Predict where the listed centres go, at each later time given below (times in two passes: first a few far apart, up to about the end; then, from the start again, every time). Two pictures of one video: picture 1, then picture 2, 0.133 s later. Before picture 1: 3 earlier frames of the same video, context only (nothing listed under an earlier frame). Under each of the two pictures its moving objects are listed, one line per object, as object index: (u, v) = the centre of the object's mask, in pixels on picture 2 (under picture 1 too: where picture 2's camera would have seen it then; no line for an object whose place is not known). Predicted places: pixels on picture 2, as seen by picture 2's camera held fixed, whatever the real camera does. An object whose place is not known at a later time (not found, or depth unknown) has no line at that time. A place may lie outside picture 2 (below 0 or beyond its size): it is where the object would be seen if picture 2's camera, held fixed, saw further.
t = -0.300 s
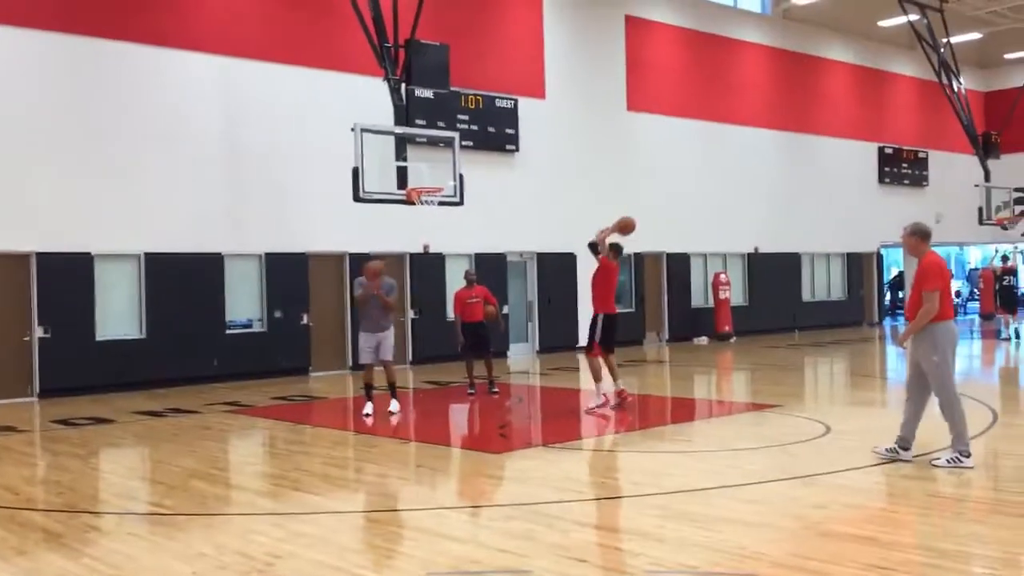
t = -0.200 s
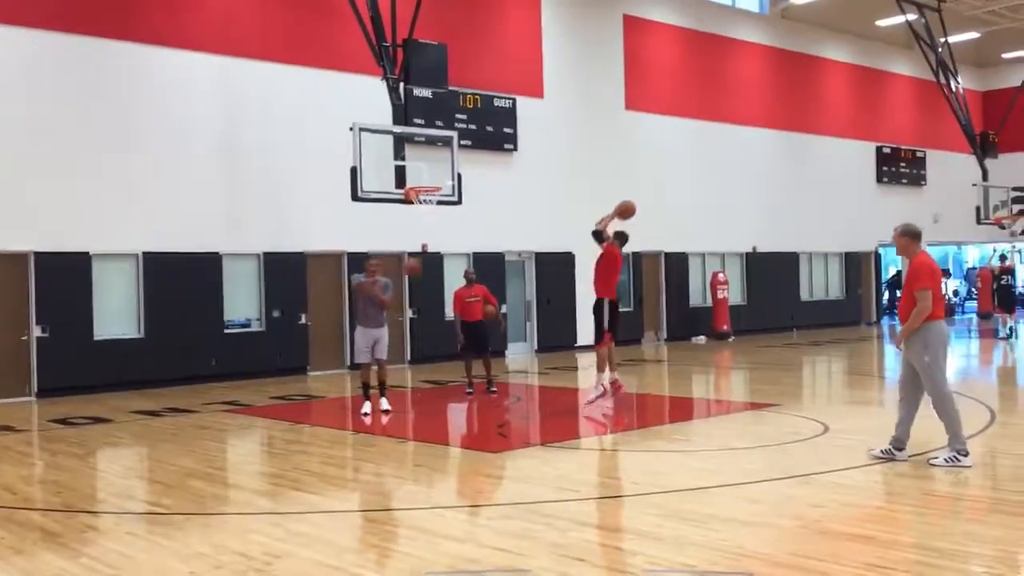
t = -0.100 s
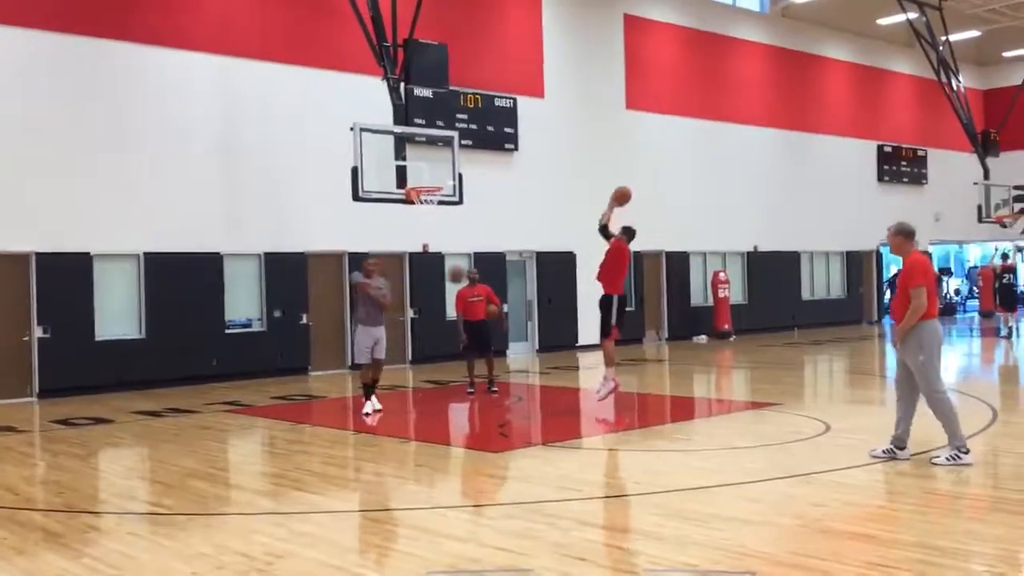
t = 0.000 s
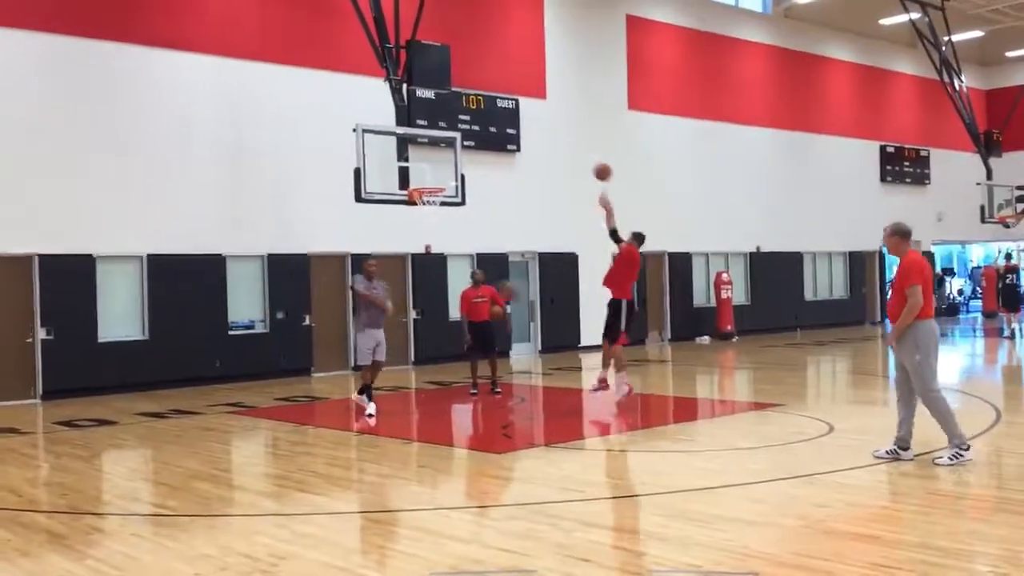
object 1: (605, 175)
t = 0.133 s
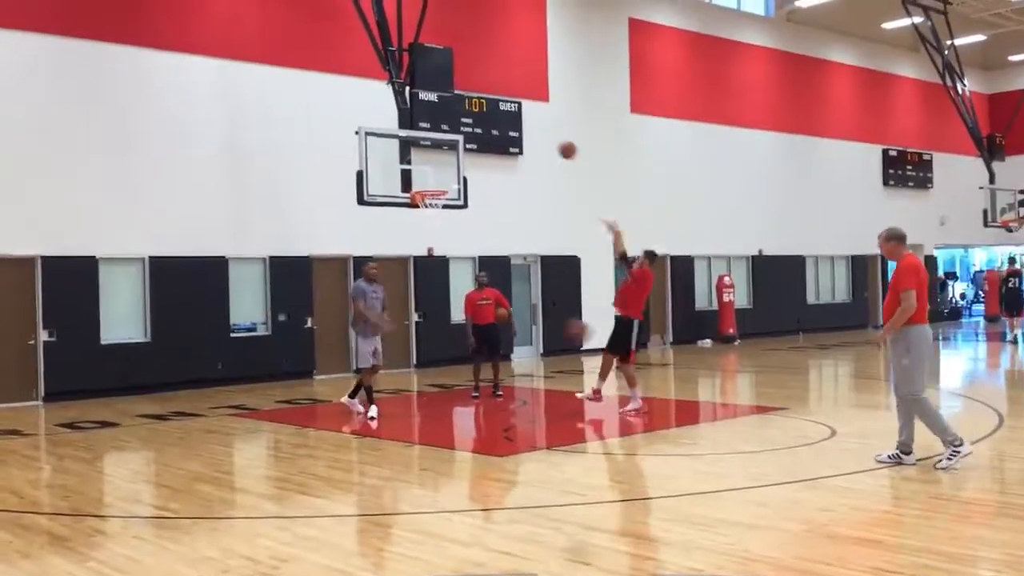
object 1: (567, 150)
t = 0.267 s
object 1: (533, 138)
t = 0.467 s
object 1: (484, 145)
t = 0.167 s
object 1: (558, 146)
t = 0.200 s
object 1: (549, 142)
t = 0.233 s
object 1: (541, 140)
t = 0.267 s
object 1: (533, 138)
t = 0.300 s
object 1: (525, 138)
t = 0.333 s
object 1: (517, 138)
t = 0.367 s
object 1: (508, 138)
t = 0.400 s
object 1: (500, 141)
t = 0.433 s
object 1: (491, 143)
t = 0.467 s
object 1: (484, 145)
